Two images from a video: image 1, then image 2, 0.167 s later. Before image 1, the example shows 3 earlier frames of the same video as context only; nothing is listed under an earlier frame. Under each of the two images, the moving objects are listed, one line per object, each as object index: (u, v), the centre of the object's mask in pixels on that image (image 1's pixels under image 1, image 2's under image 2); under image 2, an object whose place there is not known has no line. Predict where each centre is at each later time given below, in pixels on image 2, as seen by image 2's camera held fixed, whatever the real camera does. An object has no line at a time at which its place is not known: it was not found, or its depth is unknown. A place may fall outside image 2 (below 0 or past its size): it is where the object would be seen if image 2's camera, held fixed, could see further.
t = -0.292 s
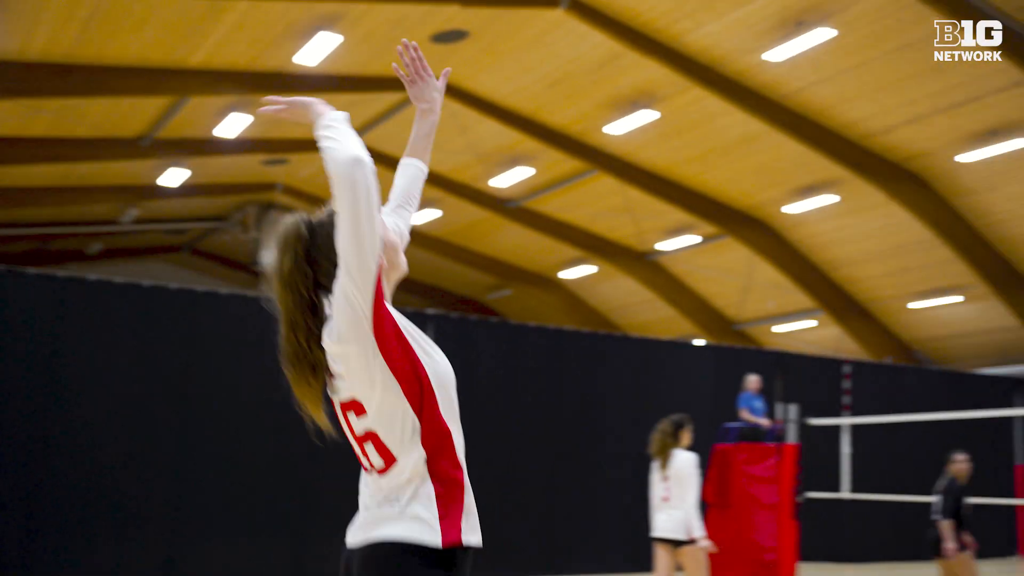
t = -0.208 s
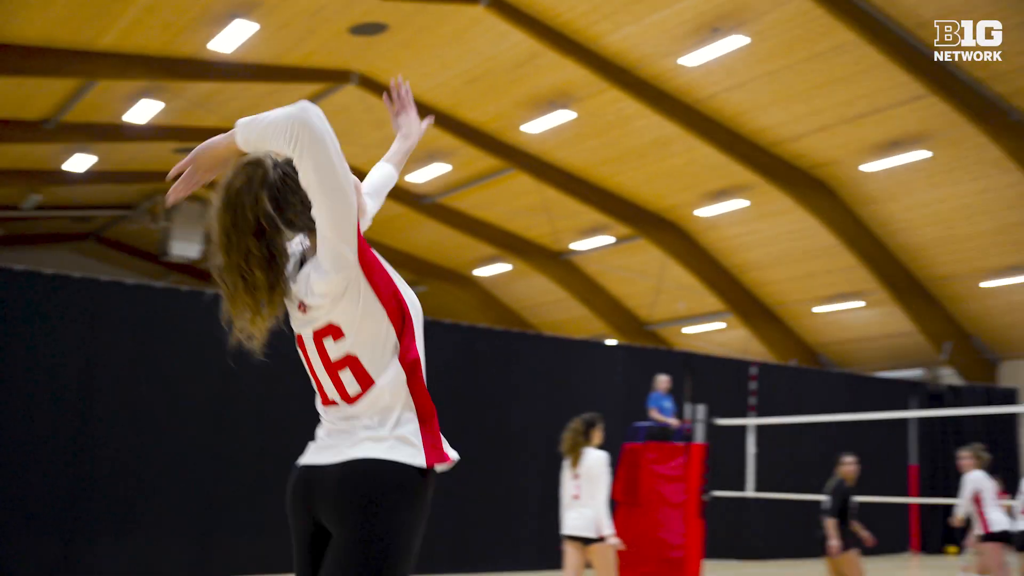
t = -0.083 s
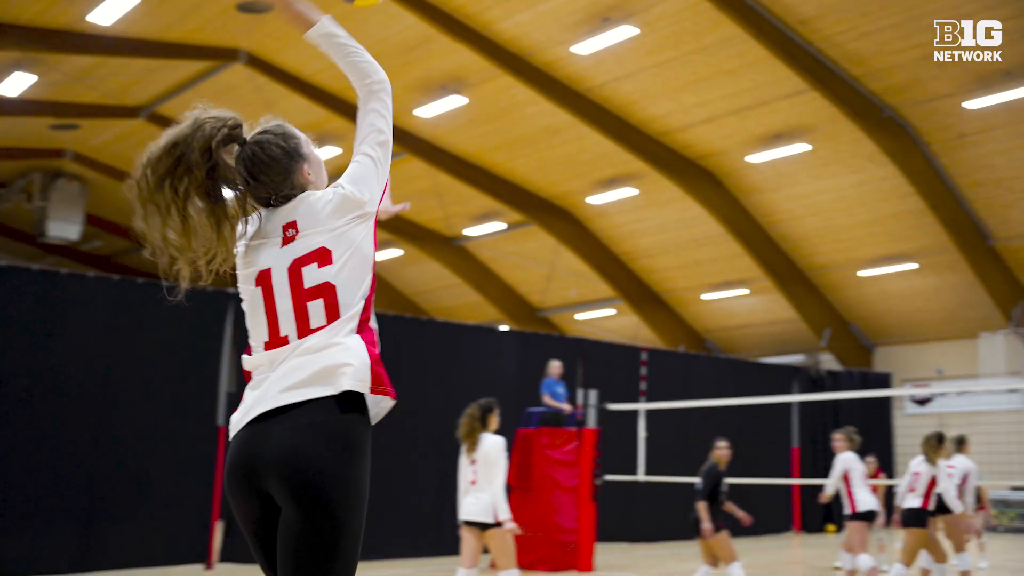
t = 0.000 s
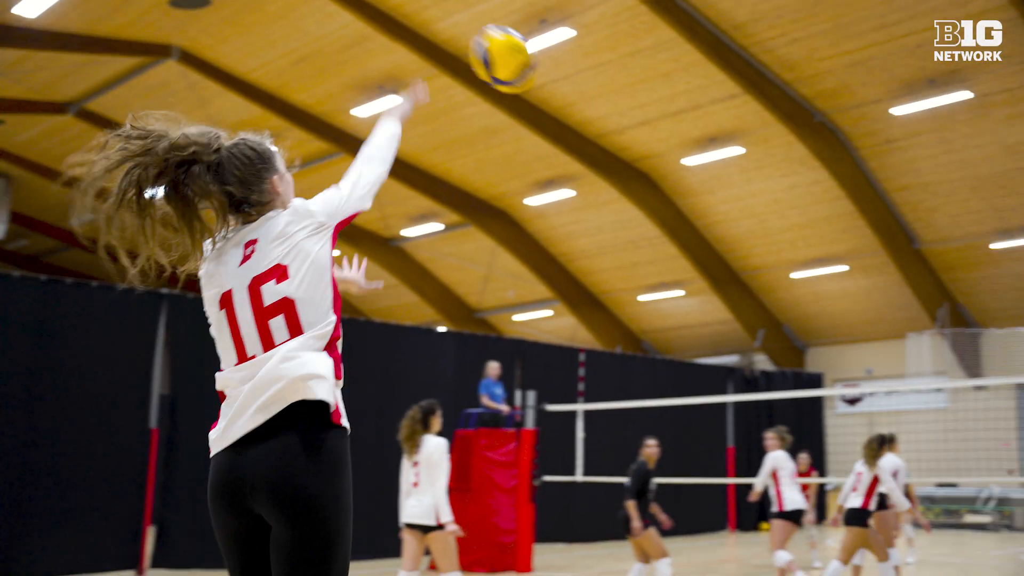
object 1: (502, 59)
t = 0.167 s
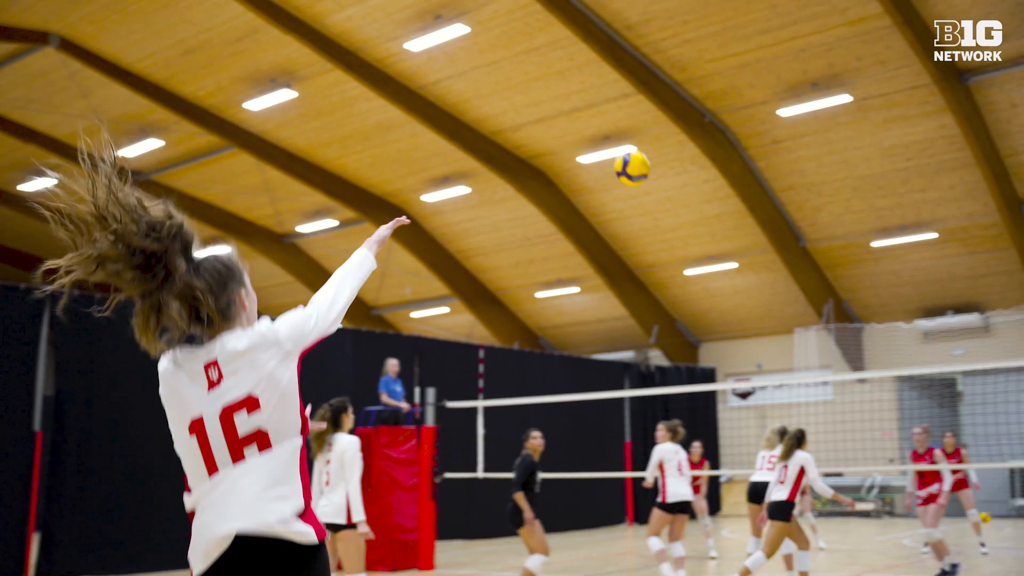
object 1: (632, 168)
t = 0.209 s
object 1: (662, 185)
